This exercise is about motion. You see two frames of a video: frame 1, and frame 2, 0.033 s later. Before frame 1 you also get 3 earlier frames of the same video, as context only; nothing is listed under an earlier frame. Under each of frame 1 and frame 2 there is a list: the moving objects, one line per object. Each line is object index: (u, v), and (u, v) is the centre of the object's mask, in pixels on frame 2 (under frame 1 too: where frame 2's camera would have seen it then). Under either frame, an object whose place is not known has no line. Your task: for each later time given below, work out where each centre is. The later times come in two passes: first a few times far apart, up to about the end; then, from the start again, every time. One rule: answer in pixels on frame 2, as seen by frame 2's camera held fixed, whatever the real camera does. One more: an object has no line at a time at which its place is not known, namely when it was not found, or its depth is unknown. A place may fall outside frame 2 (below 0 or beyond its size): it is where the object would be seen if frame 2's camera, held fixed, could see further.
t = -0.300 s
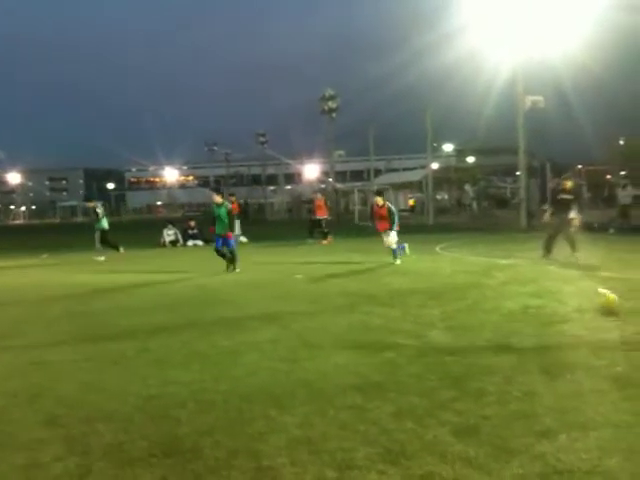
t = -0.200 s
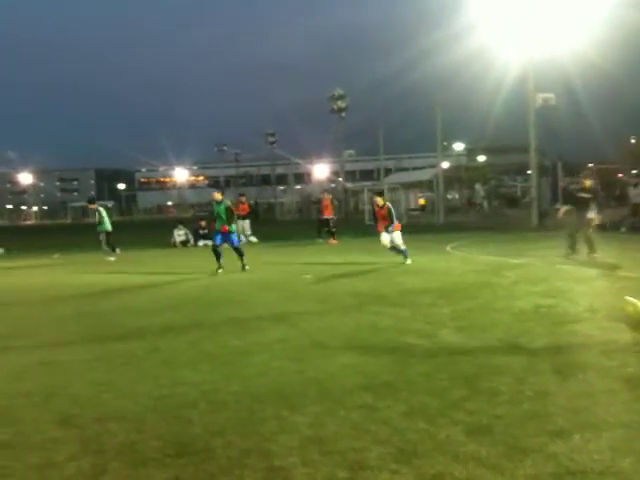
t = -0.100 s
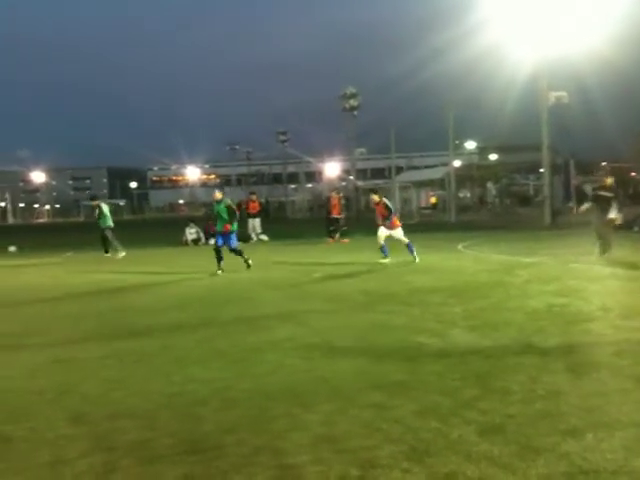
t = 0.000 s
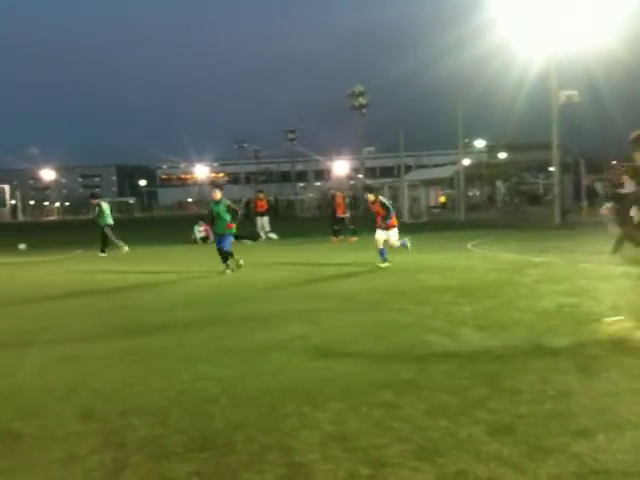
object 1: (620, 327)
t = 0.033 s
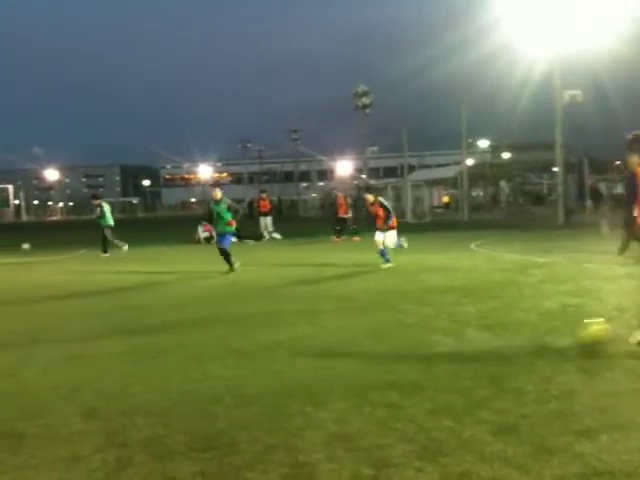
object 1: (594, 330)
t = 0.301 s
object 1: (408, 344)
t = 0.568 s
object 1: (237, 361)
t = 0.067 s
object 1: (569, 332)
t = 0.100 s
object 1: (545, 334)
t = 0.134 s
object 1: (522, 335)
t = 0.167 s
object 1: (499, 336)
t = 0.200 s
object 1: (476, 338)
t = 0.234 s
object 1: (452, 342)
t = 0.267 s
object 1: (431, 343)
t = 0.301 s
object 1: (408, 344)
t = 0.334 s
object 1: (386, 346)
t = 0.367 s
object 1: (363, 349)
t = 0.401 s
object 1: (342, 350)
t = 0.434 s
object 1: (321, 353)
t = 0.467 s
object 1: (299, 355)
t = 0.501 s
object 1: (279, 356)
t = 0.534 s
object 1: (258, 359)
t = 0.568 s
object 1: (237, 361)
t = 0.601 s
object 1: (217, 364)
